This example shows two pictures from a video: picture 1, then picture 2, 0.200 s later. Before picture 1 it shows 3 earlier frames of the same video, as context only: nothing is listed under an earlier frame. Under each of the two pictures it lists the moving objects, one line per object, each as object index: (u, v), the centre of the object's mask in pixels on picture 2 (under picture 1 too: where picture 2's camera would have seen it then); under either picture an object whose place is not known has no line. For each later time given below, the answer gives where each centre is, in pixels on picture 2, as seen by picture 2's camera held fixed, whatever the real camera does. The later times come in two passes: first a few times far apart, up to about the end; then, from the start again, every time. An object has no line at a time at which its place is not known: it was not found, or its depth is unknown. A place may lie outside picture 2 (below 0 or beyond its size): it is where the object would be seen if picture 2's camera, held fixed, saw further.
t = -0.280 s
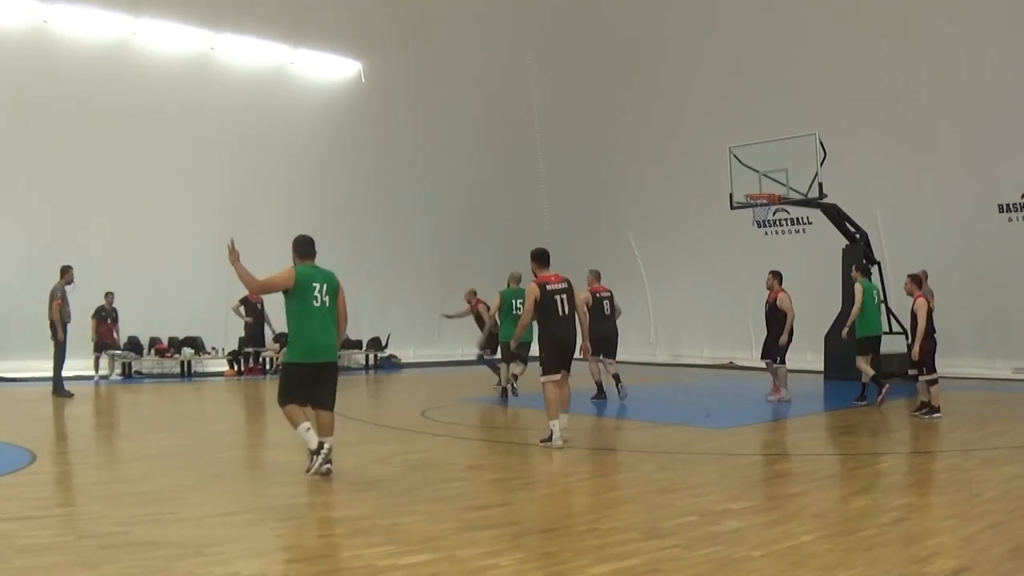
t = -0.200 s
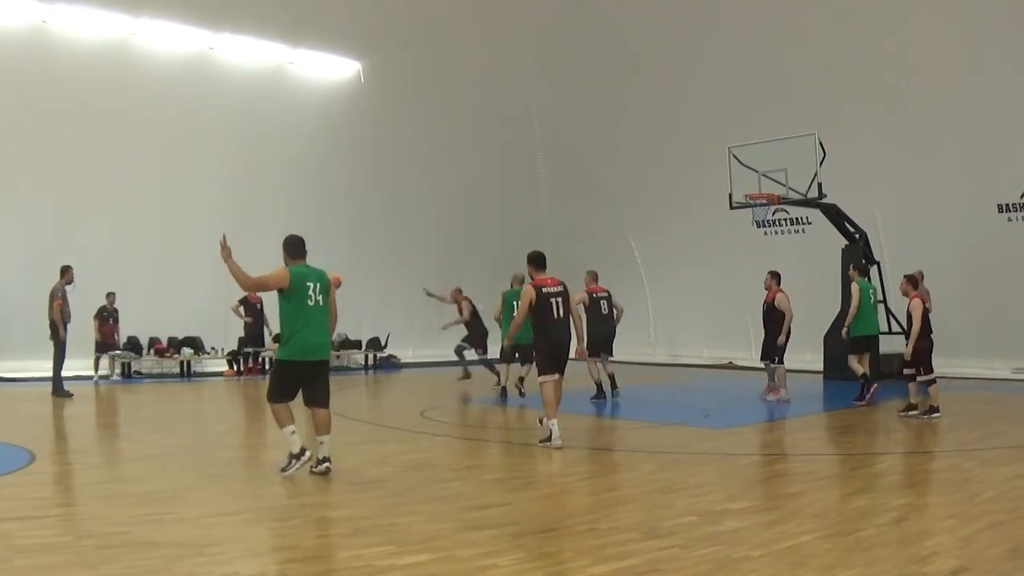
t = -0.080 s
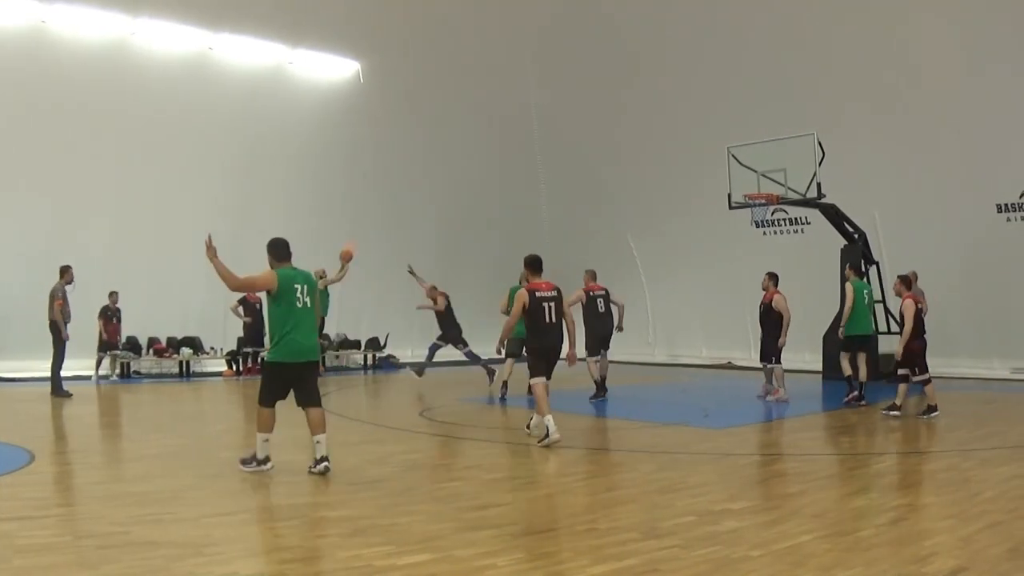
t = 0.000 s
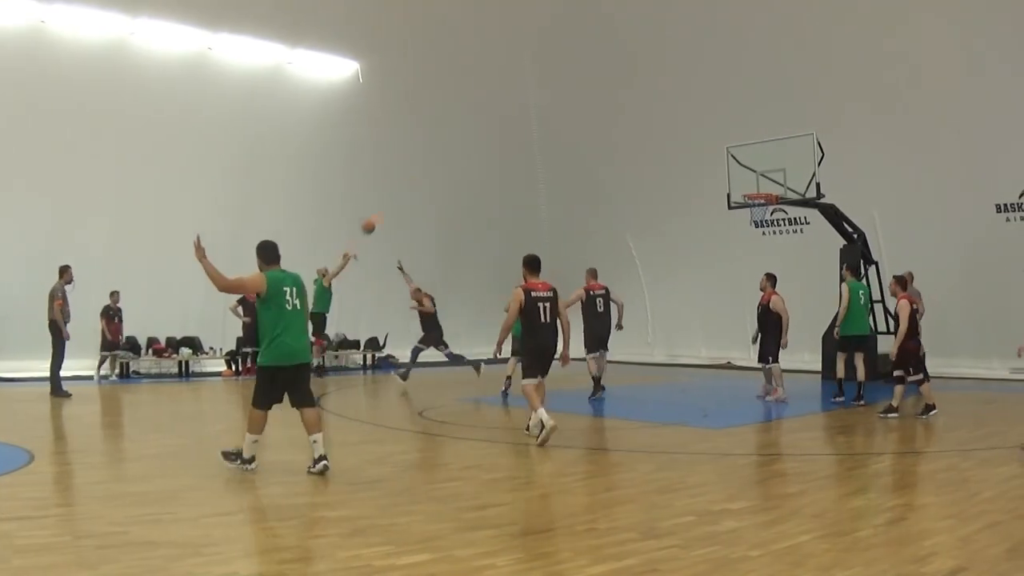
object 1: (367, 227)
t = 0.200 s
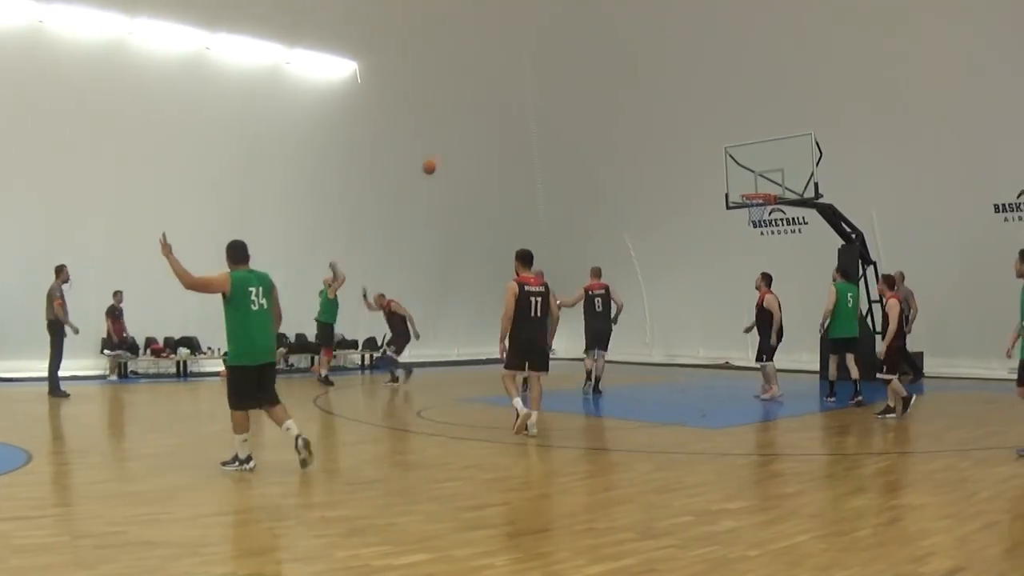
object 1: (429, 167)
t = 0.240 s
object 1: (442, 157)
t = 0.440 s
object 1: (505, 125)
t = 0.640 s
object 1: (563, 115)
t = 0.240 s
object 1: (442, 157)
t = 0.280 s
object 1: (454, 149)
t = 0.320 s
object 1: (466, 142)
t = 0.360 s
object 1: (479, 135)
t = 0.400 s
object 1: (492, 129)
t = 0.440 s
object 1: (505, 125)
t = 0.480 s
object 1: (517, 121)
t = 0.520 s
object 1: (529, 118)
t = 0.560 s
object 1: (541, 117)
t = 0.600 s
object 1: (551, 116)
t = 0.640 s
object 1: (563, 115)
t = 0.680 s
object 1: (575, 116)
